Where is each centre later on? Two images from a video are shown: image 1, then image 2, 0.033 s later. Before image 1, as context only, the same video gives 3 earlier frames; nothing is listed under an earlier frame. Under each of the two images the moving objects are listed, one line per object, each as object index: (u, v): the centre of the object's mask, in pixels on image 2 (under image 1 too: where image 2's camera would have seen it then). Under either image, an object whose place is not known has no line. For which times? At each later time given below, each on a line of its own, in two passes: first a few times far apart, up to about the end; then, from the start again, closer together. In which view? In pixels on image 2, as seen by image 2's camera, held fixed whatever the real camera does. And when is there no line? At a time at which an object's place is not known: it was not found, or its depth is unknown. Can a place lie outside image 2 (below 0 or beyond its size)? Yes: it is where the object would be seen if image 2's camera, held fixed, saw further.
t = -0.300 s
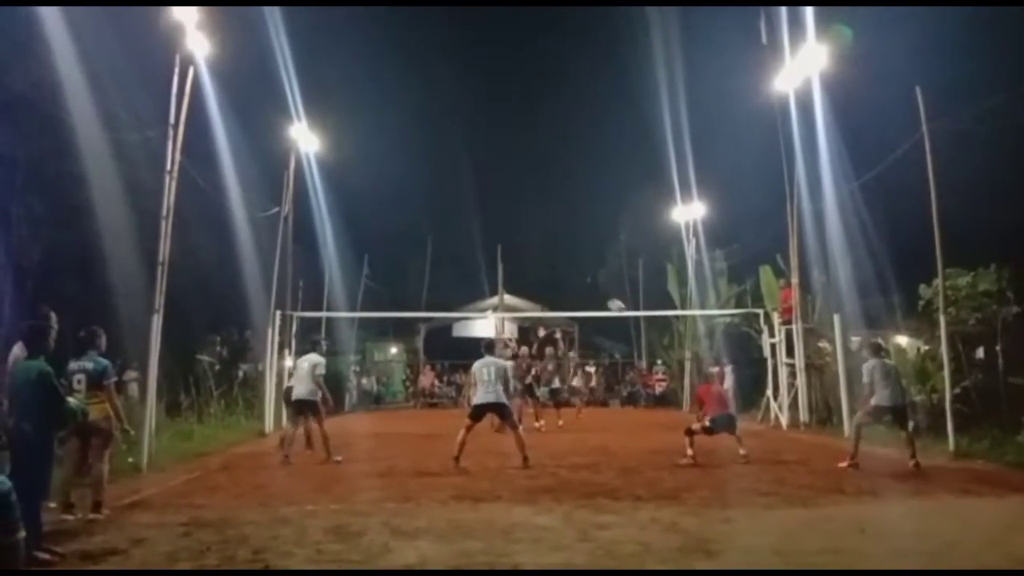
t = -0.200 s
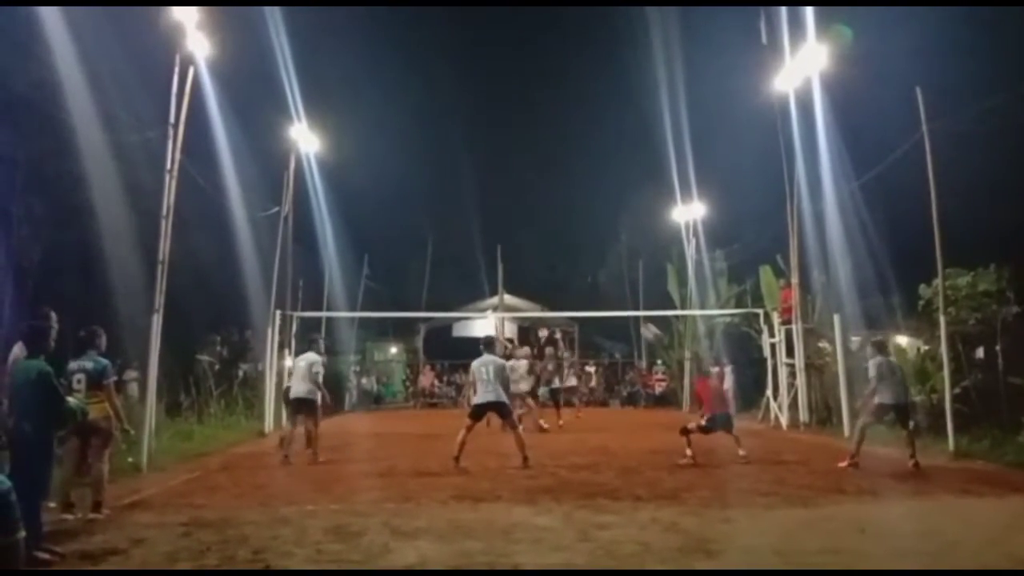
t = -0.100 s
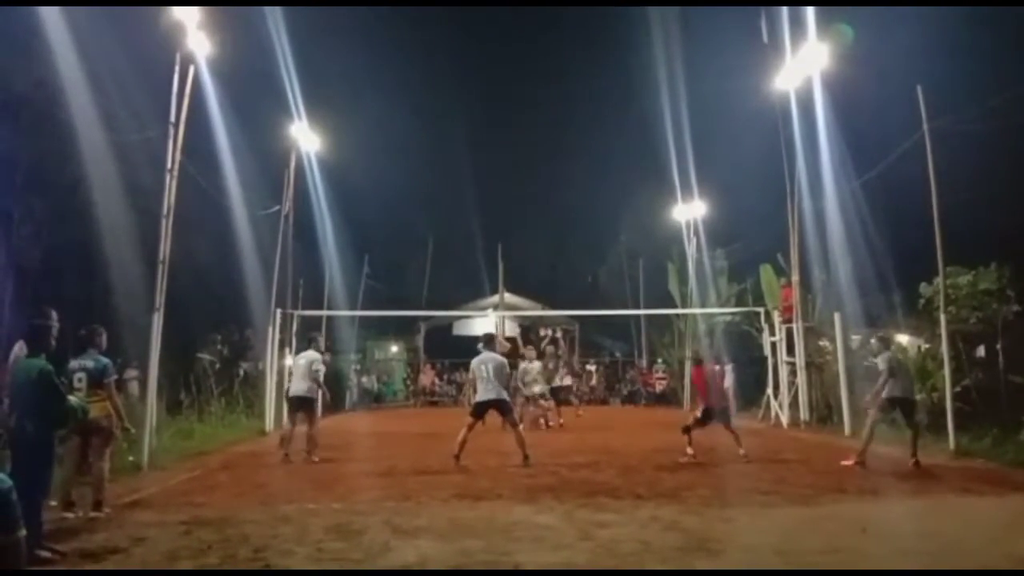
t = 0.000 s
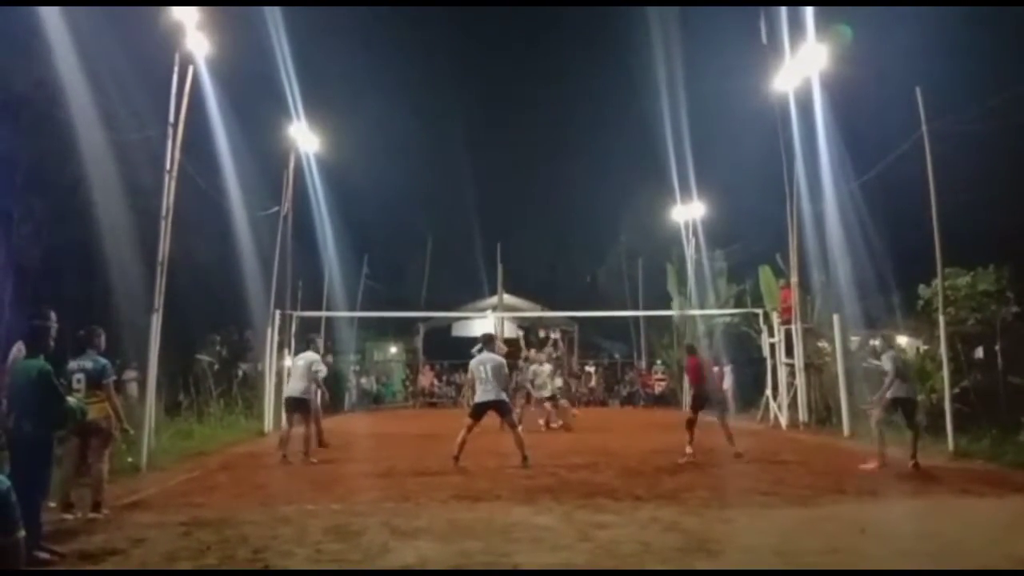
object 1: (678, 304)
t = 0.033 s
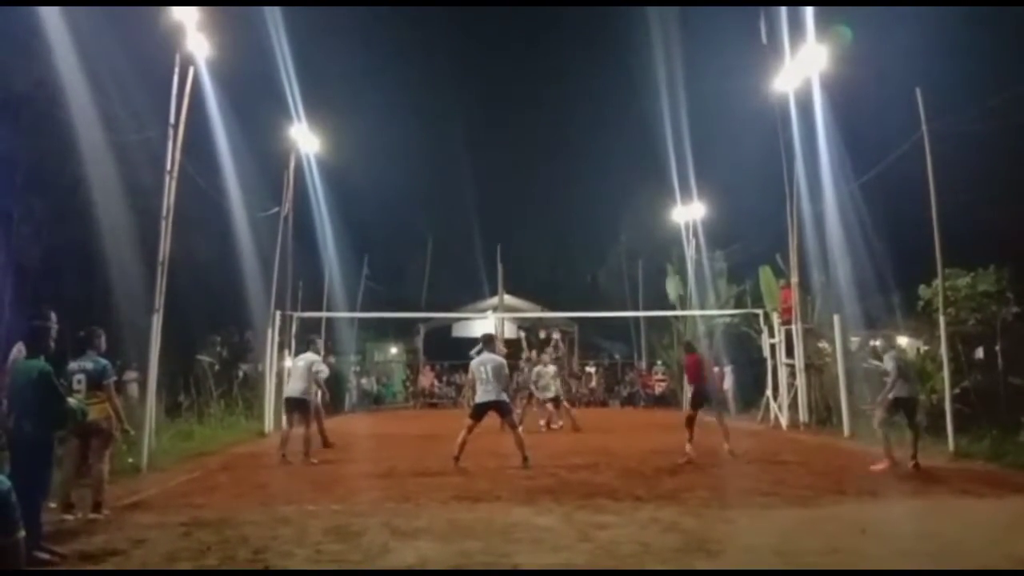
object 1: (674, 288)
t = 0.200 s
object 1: (646, 193)
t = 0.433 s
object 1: (610, 96)
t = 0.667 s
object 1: (575, 38)
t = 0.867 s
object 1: (545, 20)
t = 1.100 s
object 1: (510, 38)
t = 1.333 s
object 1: (475, 100)
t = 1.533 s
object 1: (444, 192)
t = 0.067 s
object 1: (666, 269)
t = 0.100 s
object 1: (662, 247)
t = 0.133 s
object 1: (656, 229)
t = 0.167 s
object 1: (652, 210)
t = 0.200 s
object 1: (646, 193)
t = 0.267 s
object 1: (635, 161)
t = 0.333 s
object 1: (626, 133)
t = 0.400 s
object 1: (615, 108)
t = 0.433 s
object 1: (610, 96)
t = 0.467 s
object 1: (605, 85)
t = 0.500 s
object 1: (600, 75)
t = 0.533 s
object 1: (595, 65)
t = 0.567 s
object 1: (590, 58)
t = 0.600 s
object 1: (585, 48)
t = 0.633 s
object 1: (580, 43)
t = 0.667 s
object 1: (575, 38)
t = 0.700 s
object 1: (570, 32)
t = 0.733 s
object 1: (565, 29)
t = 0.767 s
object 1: (560, 25)
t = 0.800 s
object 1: (555, 23)
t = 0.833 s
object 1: (550, 21)
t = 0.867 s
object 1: (545, 20)
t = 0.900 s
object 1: (540, 20)
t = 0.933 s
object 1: (535, 21)
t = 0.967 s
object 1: (530, 22)
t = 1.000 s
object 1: (525, 25)
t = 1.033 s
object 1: (520, 28)
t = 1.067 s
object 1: (515, 32)
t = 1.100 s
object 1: (510, 38)
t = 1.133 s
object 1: (505, 44)
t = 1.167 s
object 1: (500, 51)
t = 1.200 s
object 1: (495, 59)
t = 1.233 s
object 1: (489, 68)
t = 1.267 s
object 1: (484, 78)
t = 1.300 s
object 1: (479, 89)
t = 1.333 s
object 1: (475, 100)
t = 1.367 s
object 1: (469, 112)
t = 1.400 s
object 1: (464, 127)
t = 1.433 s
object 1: (459, 142)
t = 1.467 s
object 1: (454, 158)
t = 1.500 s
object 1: (449, 174)
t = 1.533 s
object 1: (444, 192)
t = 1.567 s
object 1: (439, 212)
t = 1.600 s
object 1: (434, 232)
